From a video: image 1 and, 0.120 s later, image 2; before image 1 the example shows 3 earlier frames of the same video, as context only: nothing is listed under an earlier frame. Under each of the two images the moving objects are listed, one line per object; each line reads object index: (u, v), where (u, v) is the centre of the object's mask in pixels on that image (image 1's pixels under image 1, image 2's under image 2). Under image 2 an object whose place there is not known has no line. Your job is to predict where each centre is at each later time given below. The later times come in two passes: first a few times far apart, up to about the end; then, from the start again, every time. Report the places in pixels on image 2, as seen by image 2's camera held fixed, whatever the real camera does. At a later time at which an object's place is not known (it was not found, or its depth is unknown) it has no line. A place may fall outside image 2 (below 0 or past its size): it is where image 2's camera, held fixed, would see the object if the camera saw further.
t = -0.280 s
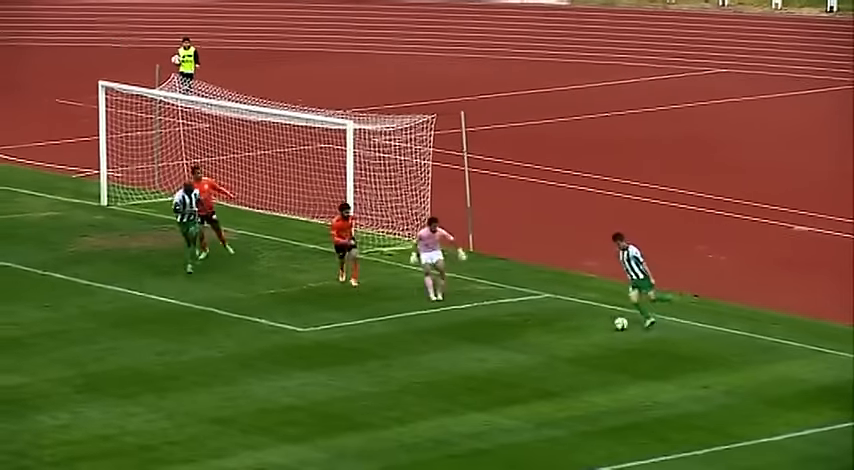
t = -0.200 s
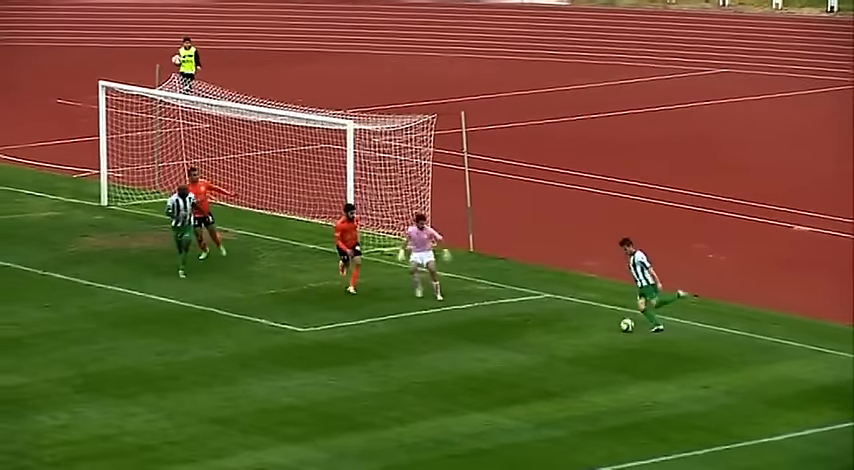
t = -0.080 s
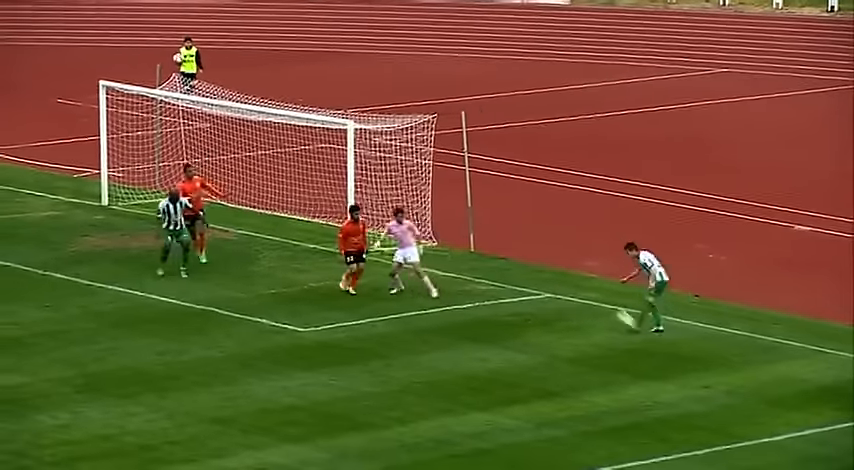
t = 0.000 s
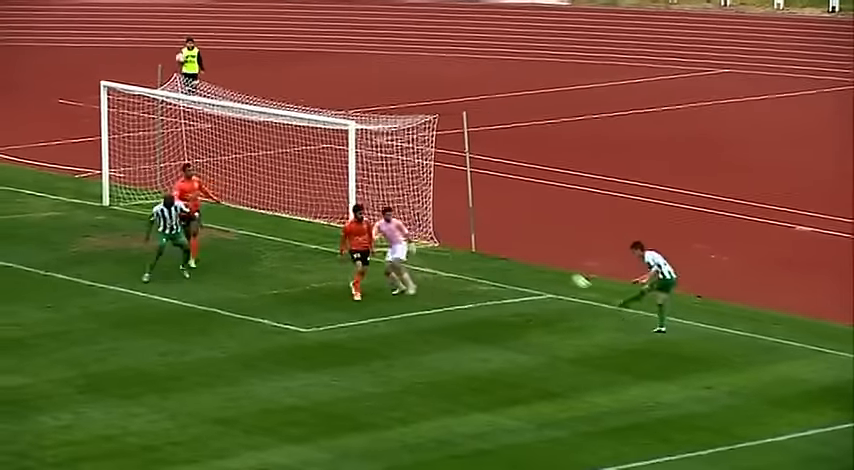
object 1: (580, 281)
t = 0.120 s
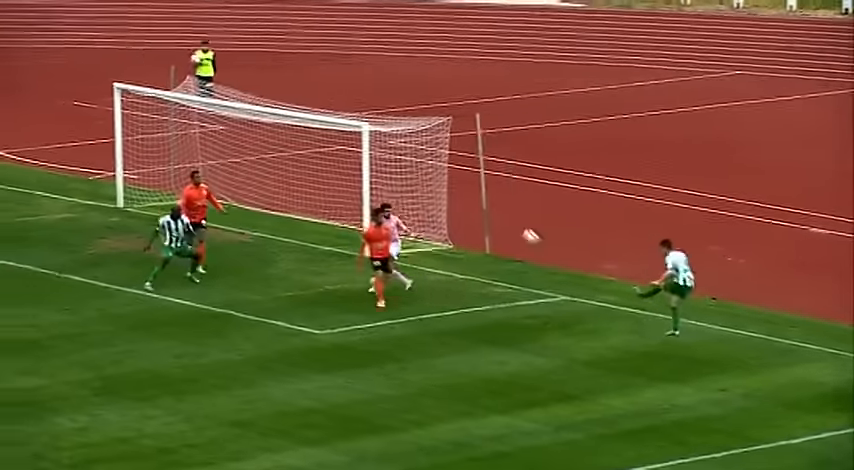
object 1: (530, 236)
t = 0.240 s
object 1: (471, 197)
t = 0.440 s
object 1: (381, 150)
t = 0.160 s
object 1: (511, 222)
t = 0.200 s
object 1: (491, 209)
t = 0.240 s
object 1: (471, 197)
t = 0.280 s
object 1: (453, 186)
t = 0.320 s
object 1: (434, 176)
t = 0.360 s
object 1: (416, 167)
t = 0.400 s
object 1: (399, 158)
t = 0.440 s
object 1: (381, 150)
